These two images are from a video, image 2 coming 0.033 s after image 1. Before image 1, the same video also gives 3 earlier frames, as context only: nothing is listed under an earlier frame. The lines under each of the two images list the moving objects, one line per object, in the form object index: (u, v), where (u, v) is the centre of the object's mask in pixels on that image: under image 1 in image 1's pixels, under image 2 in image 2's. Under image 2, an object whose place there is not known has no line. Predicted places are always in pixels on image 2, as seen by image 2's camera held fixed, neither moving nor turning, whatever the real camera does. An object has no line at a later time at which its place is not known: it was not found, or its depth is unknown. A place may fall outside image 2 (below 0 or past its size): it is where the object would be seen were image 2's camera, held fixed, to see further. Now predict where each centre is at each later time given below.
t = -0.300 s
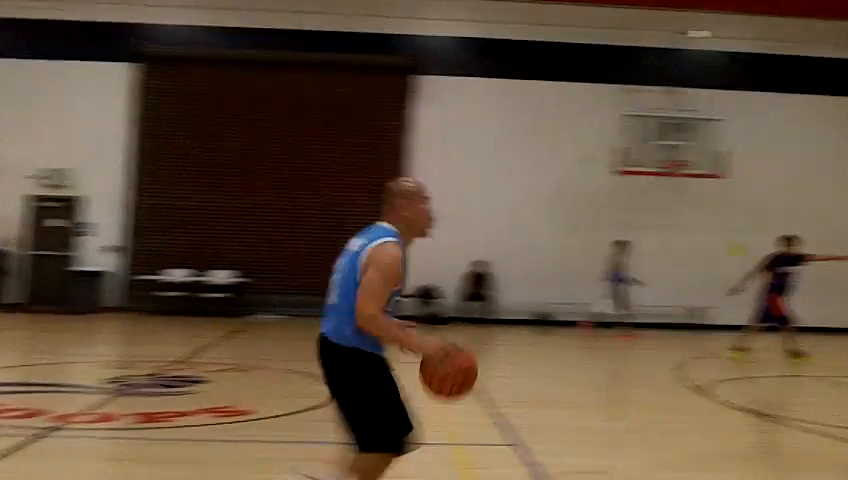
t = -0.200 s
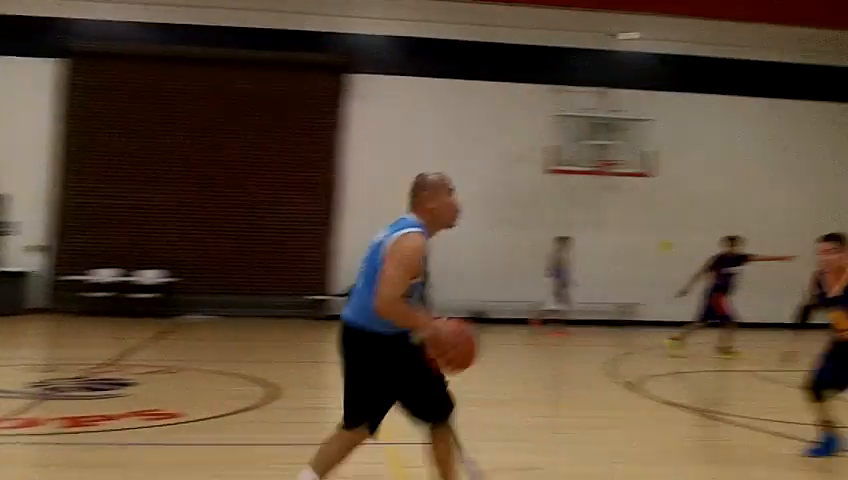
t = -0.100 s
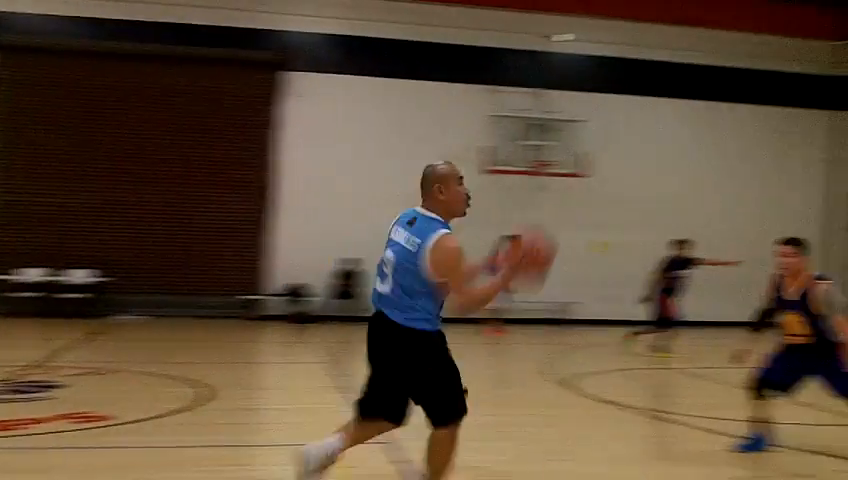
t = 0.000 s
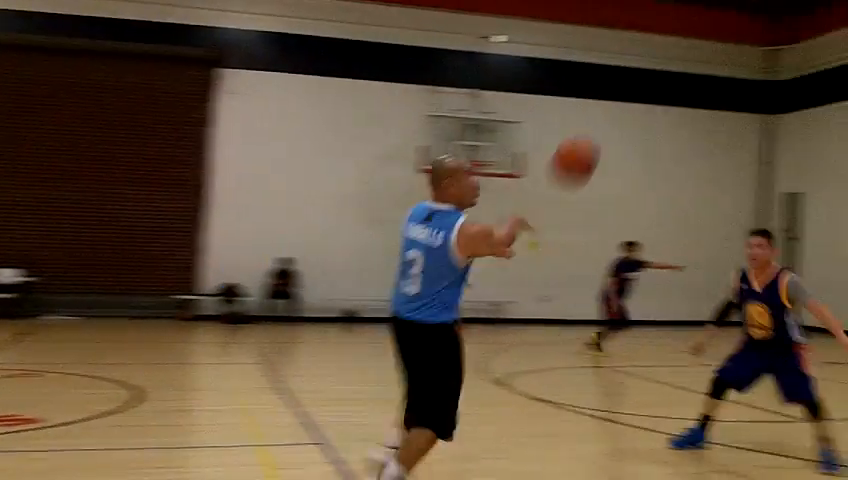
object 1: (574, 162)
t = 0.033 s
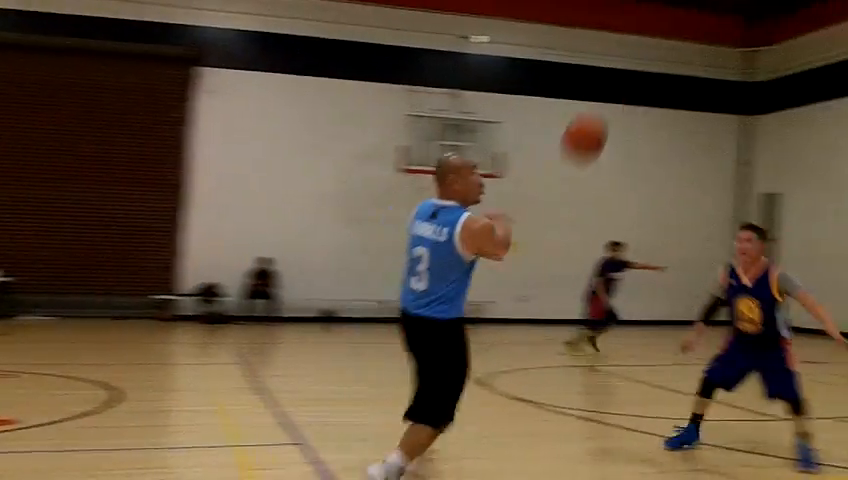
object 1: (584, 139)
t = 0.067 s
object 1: (613, 118)
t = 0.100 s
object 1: (638, 102)
